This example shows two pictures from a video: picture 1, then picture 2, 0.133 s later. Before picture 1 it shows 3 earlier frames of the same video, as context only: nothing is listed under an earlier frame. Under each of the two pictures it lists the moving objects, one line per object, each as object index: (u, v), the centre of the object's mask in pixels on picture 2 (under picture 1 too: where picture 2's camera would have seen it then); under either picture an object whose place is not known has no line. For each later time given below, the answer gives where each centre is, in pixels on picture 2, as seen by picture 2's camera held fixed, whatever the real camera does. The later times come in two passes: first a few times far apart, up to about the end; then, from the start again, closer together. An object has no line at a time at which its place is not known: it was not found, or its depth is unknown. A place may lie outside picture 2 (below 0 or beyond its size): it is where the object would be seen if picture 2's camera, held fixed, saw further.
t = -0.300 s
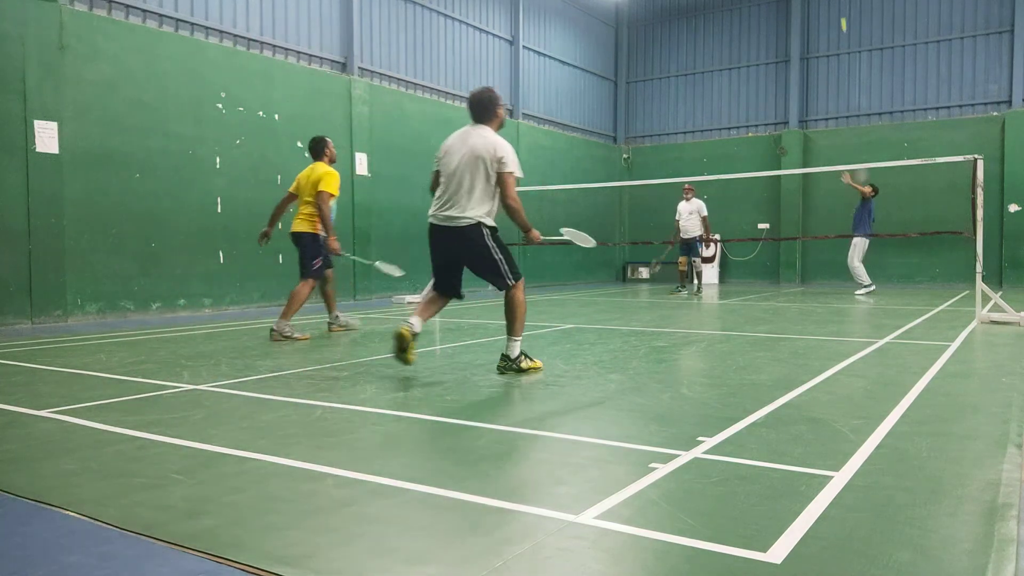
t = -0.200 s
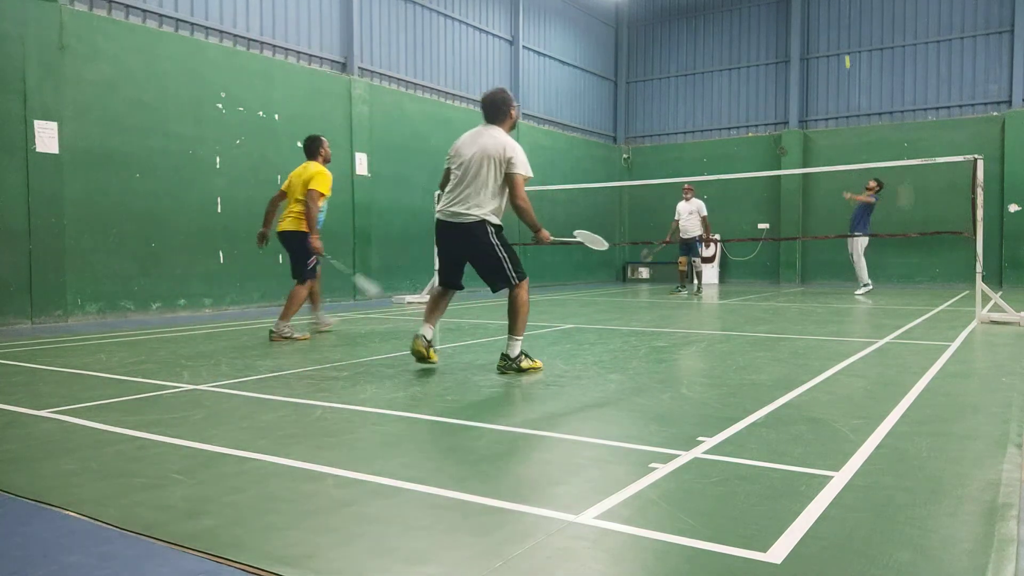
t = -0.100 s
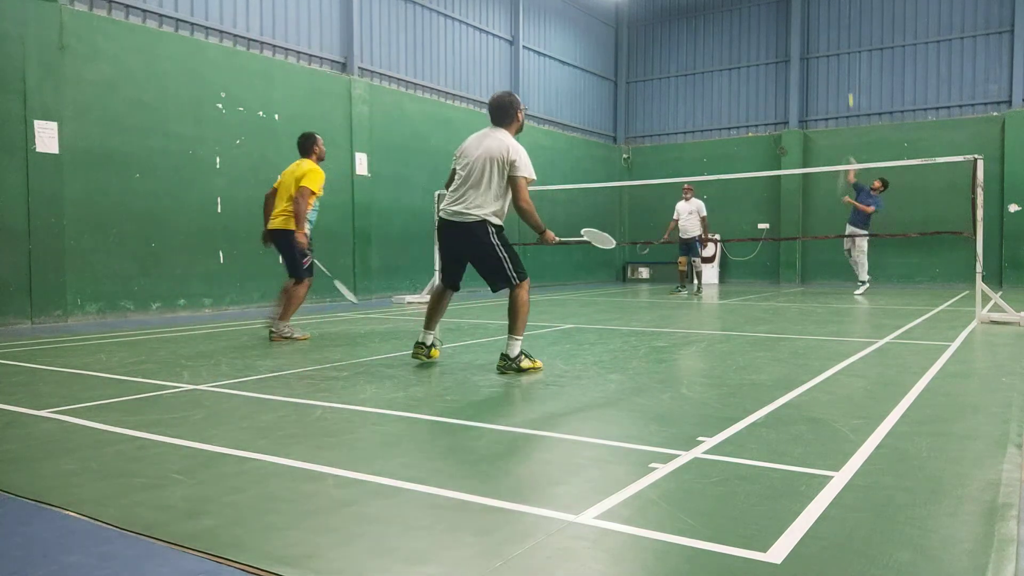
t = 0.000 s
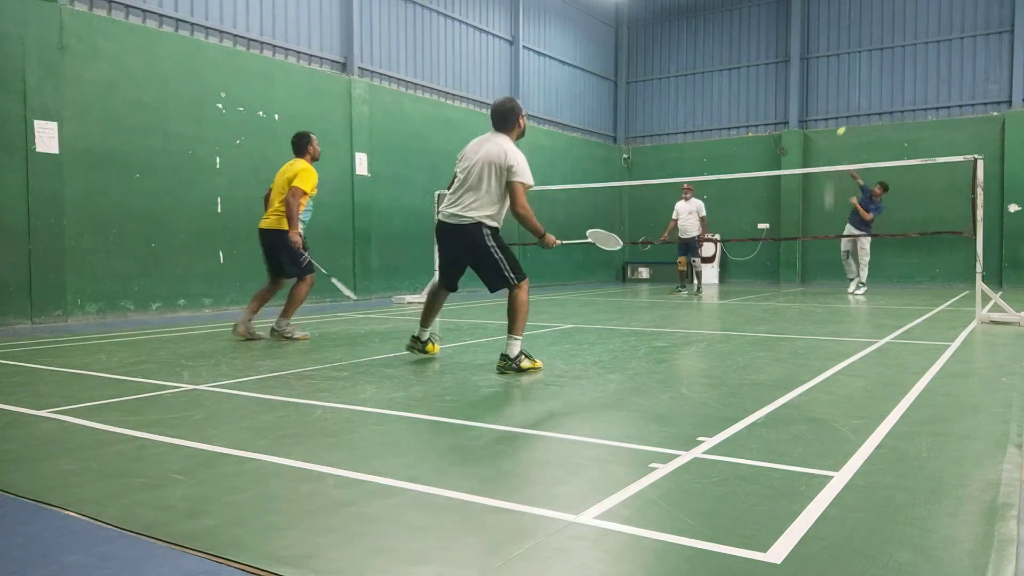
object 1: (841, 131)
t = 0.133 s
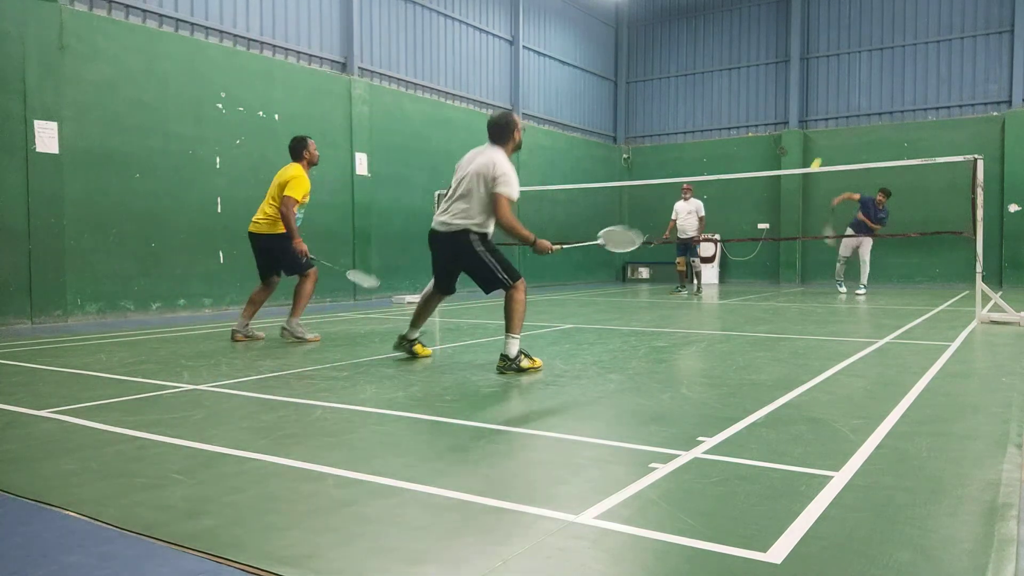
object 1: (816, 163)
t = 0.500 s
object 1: (731, 376)
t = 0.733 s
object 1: (703, 386)
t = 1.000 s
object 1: (698, 437)
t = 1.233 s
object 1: (663, 456)
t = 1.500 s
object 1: (660, 461)
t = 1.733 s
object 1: (666, 463)
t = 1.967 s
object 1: (675, 464)
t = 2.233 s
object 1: (680, 465)
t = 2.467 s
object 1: (683, 465)
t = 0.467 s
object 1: (740, 363)
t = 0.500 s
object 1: (731, 376)
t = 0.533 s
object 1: (724, 370)
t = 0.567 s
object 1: (721, 364)
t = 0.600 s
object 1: (719, 361)
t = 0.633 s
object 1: (717, 367)
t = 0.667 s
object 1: (713, 375)
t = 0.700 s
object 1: (708, 380)
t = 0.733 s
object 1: (703, 386)
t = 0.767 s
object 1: (701, 395)
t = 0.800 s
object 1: (702, 408)
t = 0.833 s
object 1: (701, 420)
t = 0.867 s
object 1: (702, 422)
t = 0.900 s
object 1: (702, 426)
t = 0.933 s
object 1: (701, 429)
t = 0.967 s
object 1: (701, 431)
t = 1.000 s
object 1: (698, 437)
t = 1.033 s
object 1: (697, 444)
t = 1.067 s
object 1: (691, 441)
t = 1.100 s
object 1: (684, 447)
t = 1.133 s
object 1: (677, 450)
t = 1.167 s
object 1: (671, 452)
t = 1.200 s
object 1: (666, 455)
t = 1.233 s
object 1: (663, 456)
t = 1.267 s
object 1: (660, 458)
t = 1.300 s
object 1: (658, 458)
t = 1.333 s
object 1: (658, 459)
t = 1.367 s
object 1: (658, 459)
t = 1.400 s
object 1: (658, 459)
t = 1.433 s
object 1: (658, 460)
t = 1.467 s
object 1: (659, 460)
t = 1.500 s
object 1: (660, 461)
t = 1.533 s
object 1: (660, 461)
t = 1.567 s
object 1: (661, 462)
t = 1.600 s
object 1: (662, 462)
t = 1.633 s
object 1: (663, 462)
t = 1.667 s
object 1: (664, 462)
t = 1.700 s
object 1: (665, 462)
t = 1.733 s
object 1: (666, 463)
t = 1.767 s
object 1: (668, 463)
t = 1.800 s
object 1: (669, 463)
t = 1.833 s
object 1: (670, 463)
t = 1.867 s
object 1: (672, 463)
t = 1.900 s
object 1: (673, 464)
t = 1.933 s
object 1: (674, 464)
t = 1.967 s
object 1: (675, 464)
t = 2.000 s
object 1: (676, 464)
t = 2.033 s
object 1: (677, 464)
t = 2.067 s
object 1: (677, 464)
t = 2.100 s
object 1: (678, 465)
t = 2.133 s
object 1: (679, 465)
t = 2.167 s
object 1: (680, 465)
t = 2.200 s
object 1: (680, 465)
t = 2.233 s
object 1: (680, 465)
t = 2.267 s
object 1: (681, 465)
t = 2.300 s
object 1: (681, 465)
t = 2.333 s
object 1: (681, 465)
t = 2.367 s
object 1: (681, 465)
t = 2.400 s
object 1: (683, 465)
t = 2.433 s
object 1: (683, 465)
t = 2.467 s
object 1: (683, 465)
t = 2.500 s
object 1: (684, 465)
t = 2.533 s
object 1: (684, 465)
